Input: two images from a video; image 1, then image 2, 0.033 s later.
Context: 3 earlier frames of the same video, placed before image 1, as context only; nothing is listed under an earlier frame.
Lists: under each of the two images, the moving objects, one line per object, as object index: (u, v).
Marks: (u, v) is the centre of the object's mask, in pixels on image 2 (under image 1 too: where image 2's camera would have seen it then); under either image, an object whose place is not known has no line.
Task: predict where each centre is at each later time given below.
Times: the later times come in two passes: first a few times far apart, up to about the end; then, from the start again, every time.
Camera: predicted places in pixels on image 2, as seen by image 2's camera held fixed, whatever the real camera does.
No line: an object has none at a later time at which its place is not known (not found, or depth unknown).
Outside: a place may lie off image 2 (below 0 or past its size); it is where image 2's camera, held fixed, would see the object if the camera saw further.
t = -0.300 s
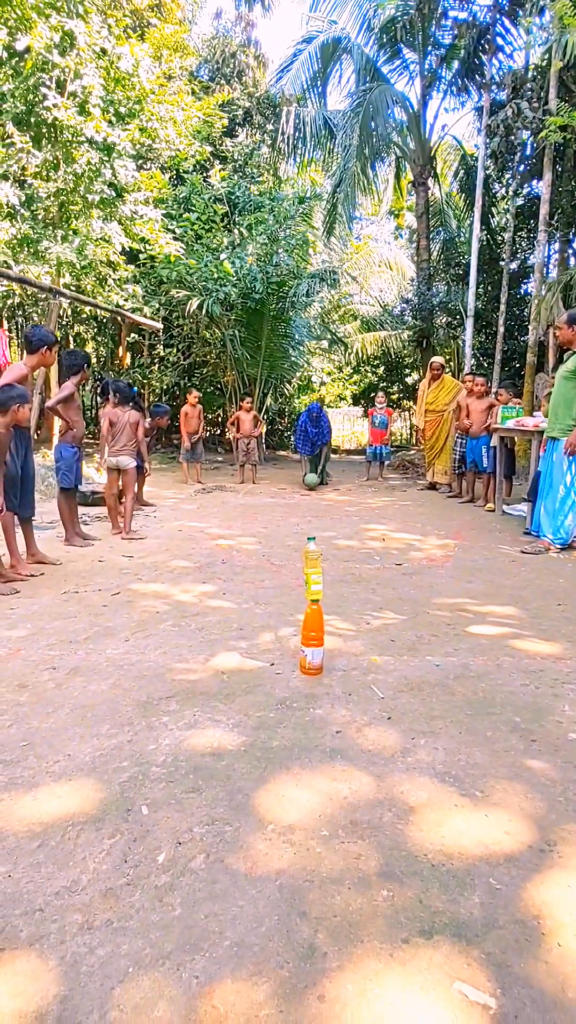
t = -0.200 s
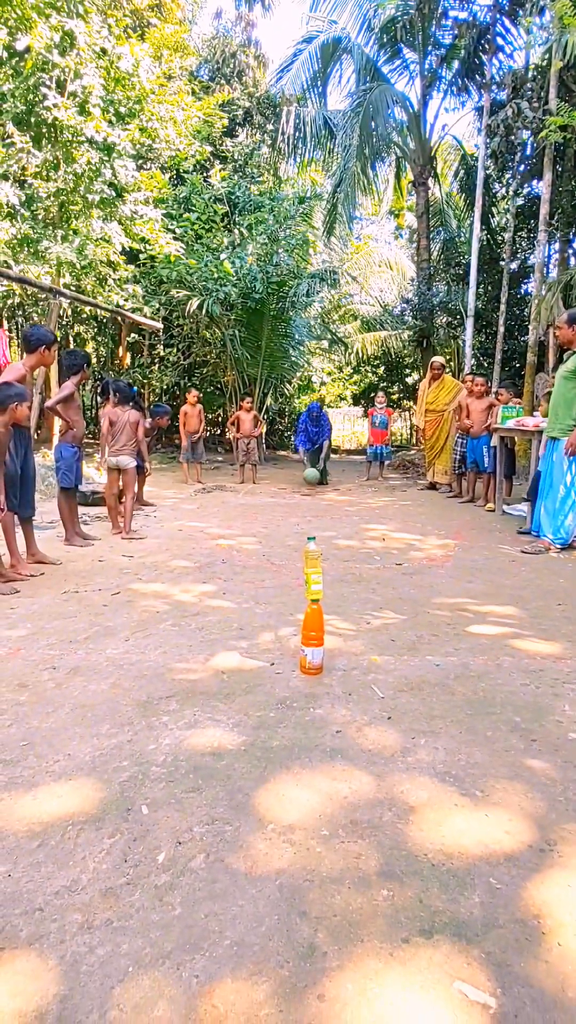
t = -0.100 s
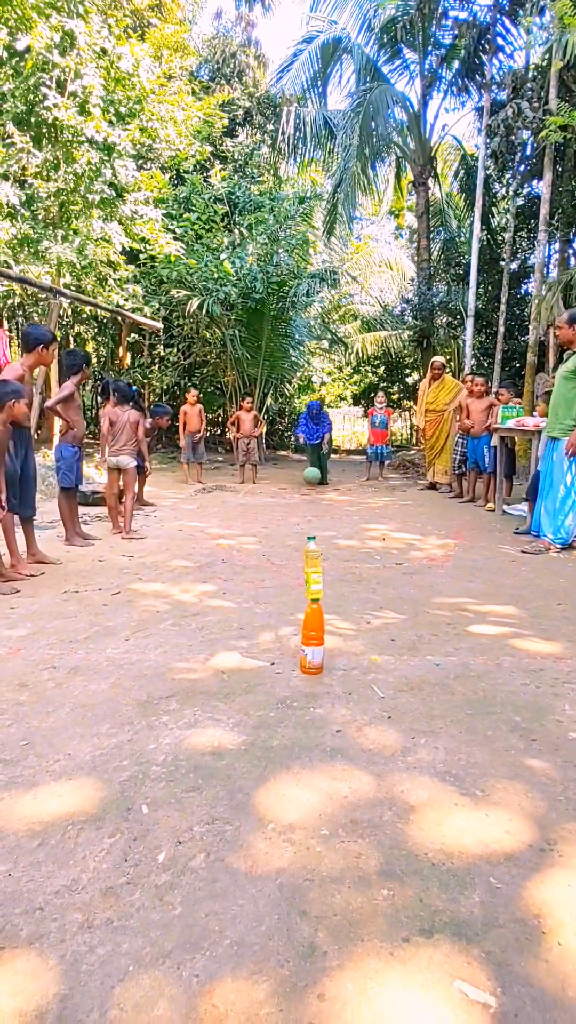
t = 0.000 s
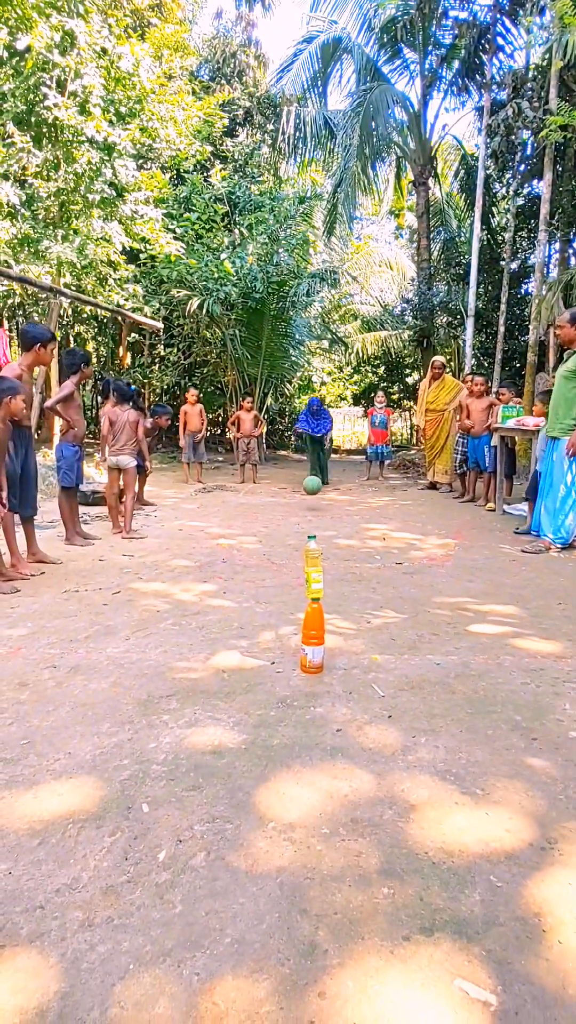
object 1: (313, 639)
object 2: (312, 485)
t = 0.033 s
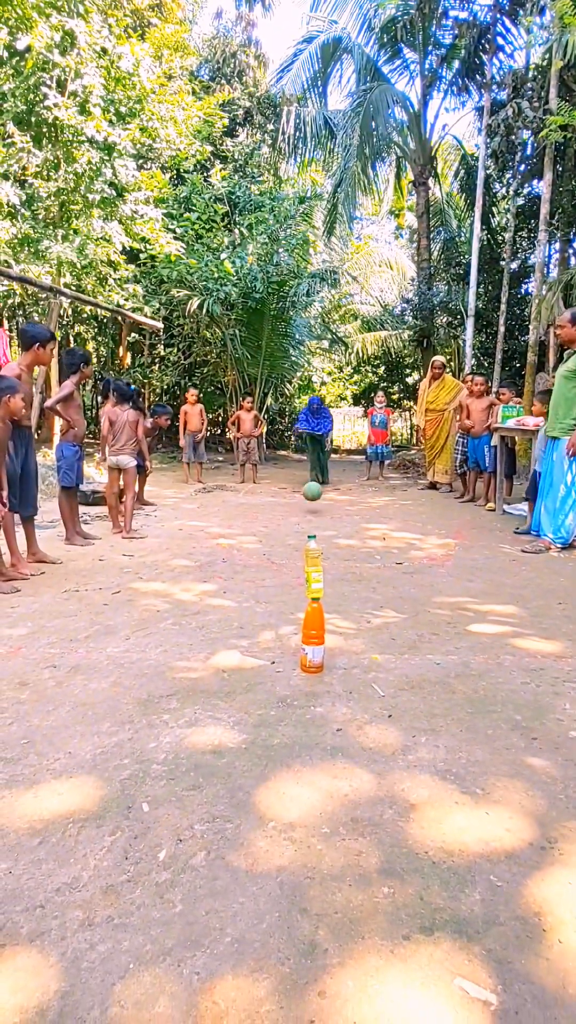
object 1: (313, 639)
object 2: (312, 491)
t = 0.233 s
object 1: (313, 638)
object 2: (312, 506)
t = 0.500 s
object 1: (313, 638)
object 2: (312, 529)
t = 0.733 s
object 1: (313, 638)
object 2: (325, 556)
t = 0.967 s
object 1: (313, 639)
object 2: (323, 593)
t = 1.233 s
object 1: (312, 639)
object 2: (345, 632)
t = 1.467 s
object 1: (304, 649)
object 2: (428, 643)
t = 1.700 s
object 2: (506, 653)
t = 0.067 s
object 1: (313, 638)
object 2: (312, 499)
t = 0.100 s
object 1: (313, 638)
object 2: (312, 510)
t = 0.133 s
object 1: (313, 638)
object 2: (312, 510)
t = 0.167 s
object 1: (313, 638)
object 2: (312, 507)
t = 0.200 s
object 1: (313, 639)
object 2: (312, 506)
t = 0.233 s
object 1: (313, 638)
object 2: (312, 506)
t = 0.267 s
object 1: (313, 638)
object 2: (312, 508)
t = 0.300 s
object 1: (313, 638)
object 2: (312, 511)
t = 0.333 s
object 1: (313, 638)
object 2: (312, 515)
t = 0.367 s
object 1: (313, 638)
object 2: (311, 522)
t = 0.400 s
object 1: (313, 639)
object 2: (311, 529)
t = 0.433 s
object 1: (313, 638)
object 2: (311, 529)
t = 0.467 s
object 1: (313, 639)
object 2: (312, 529)
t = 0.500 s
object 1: (313, 638)
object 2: (312, 529)
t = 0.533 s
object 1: (313, 638)
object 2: (312, 531)
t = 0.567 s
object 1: (313, 638)
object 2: (313, 534)
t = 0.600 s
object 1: (313, 638)
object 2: (322, 543)
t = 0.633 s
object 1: (313, 638)
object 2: (324, 550)
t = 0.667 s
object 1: (313, 638)
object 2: (323, 548)
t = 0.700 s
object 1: (313, 638)
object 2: (325, 553)
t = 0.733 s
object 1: (313, 638)
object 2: (325, 556)
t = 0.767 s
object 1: (313, 638)
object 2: (326, 563)
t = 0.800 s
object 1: (313, 639)
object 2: (326, 569)
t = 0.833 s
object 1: (313, 638)
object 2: (327, 568)
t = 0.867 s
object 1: (313, 638)
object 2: (327, 570)
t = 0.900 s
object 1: (313, 639)
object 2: (328, 574)
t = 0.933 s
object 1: (313, 639)
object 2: (329, 582)
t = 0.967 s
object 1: (313, 639)
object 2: (323, 593)
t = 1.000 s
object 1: (313, 639)
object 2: (325, 598)
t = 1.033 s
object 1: (313, 638)
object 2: (331, 600)
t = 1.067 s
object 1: (313, 639)
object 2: (332, 605)
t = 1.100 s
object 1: (313, 638)
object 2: (333, 613)
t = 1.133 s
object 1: (313, 639)
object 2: (335, 622)
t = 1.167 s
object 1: (313, 639)
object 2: (336, 628)
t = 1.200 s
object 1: (313, 639)
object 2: (338, 635)
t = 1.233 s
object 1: (312, 639)
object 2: (345, 632)
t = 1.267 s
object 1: (311, 640)
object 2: (357, 630)
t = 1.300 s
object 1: (310, 640)
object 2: (370, 633)
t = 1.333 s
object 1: (309, 641)
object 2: (383, 637)
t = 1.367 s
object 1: (308, 642)
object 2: (394, 637)
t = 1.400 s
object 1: (307, 644)
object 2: (405, 637)
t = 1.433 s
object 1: (305, 646)
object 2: (417, 639)
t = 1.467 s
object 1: (304, 649)
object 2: (428, 643)
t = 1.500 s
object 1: (302, 653)
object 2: (439, 643)
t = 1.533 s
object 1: (301, 659)
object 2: (450, 645)
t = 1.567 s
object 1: (298, 669)
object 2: (461, 647)
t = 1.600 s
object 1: (295, 680)
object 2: (472, 649)
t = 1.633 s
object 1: (296, 677)
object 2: (483, 650)
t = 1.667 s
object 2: (494, 651)
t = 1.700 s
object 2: (506, 653)
